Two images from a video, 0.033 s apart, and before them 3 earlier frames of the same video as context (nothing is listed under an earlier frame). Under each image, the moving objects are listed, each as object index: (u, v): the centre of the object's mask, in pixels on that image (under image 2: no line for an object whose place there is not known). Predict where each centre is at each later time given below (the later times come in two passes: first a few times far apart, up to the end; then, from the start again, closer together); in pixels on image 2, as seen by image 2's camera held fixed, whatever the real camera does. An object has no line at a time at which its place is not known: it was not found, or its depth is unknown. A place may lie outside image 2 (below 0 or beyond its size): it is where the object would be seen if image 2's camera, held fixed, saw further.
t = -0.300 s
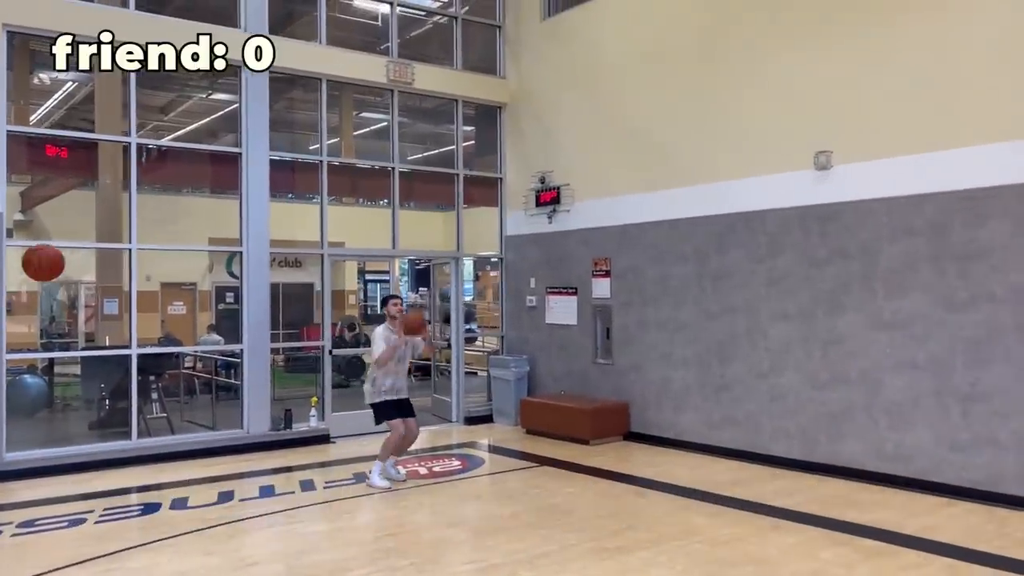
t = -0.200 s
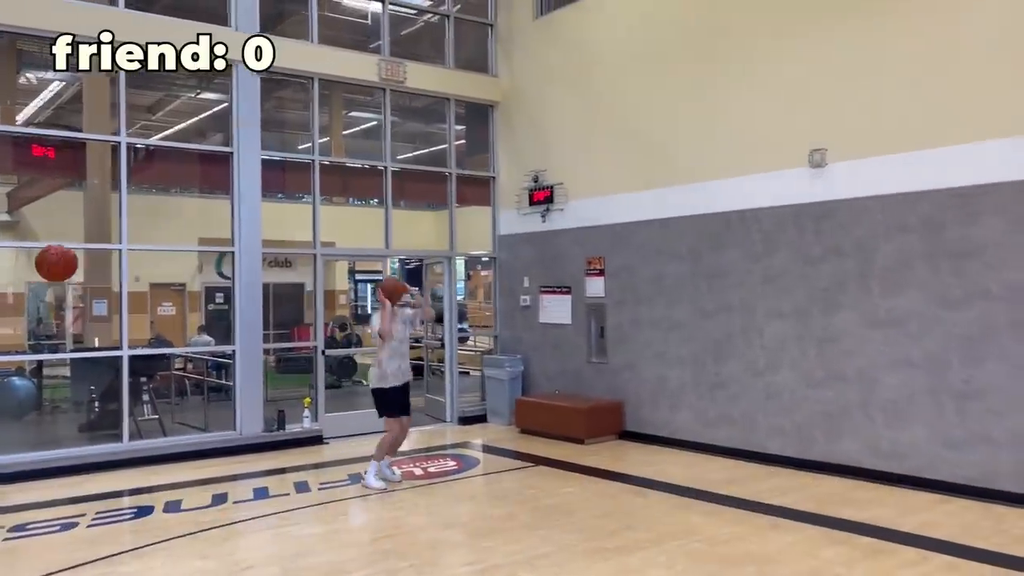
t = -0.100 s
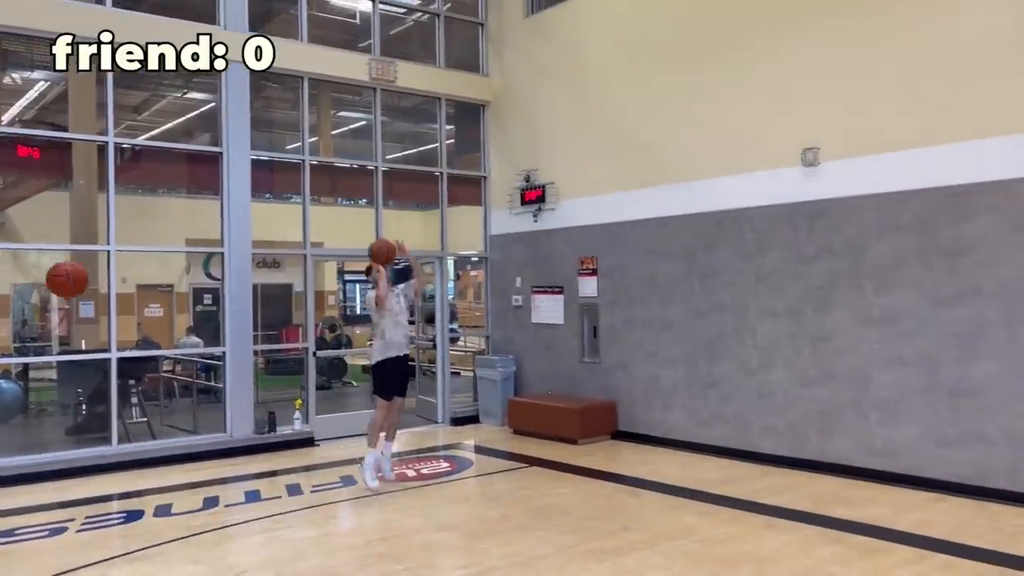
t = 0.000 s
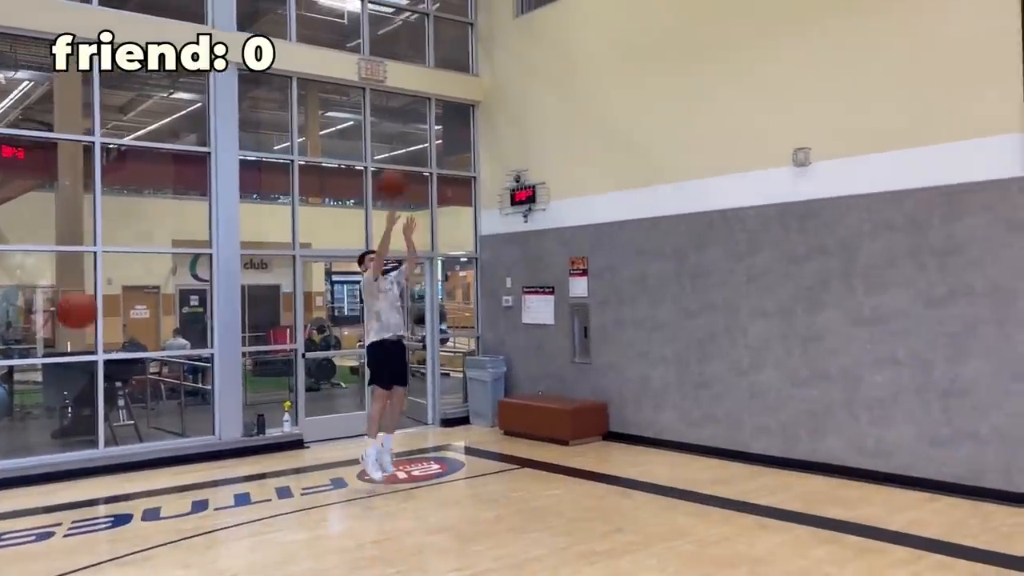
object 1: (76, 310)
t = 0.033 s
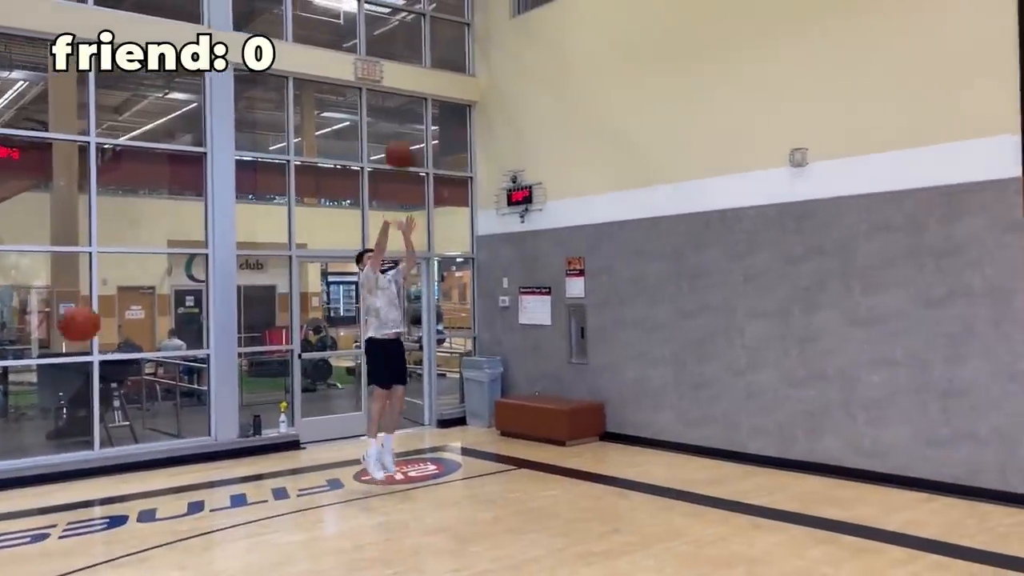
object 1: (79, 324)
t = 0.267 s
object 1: (128, 457)
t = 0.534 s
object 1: (179, 447)
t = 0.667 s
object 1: (203, 400)
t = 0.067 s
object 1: (87, 338)
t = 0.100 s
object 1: (94, 355)
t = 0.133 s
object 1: (101, 373)
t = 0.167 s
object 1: (108, 391)
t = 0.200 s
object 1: (115, 410)
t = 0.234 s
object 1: (123, 433)
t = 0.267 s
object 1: (128, 457)
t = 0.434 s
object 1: (159, 495)
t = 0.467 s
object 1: (166, 478)
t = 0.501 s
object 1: (172, 462)
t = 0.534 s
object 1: (179, 447)
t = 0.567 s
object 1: (186, 433)
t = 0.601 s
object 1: (192, 421)
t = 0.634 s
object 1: (198, 410)
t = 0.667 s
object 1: (203, 400)
